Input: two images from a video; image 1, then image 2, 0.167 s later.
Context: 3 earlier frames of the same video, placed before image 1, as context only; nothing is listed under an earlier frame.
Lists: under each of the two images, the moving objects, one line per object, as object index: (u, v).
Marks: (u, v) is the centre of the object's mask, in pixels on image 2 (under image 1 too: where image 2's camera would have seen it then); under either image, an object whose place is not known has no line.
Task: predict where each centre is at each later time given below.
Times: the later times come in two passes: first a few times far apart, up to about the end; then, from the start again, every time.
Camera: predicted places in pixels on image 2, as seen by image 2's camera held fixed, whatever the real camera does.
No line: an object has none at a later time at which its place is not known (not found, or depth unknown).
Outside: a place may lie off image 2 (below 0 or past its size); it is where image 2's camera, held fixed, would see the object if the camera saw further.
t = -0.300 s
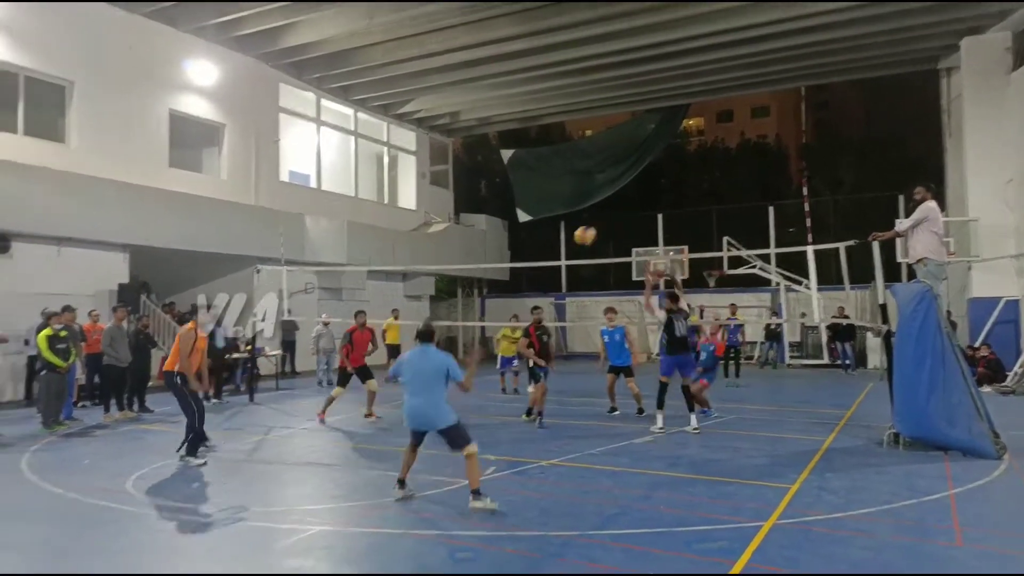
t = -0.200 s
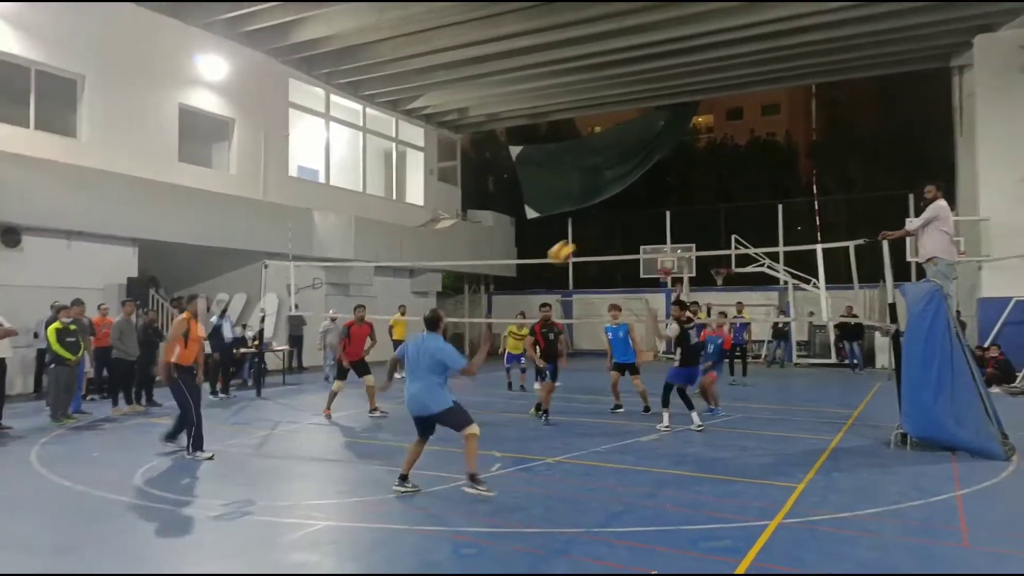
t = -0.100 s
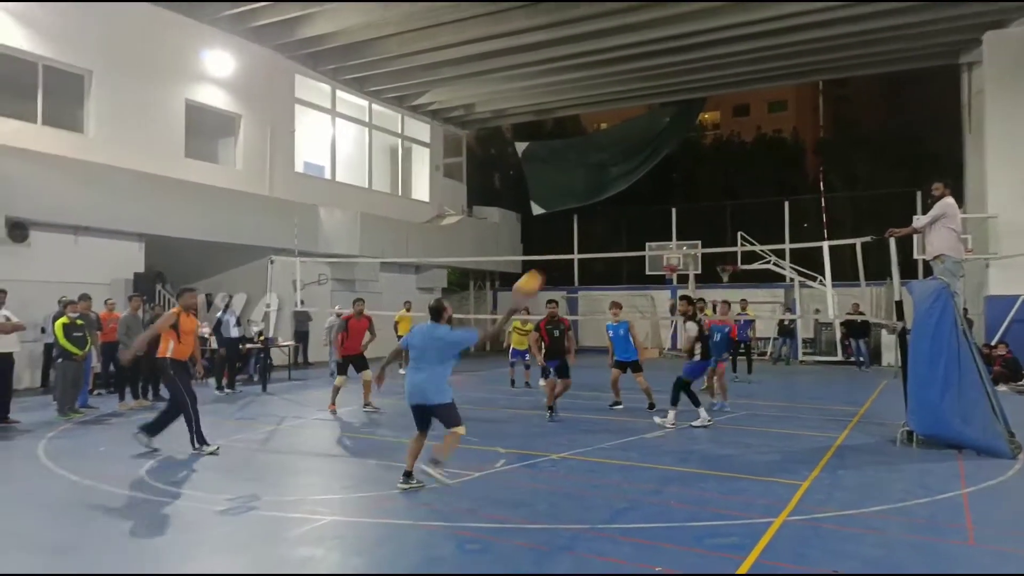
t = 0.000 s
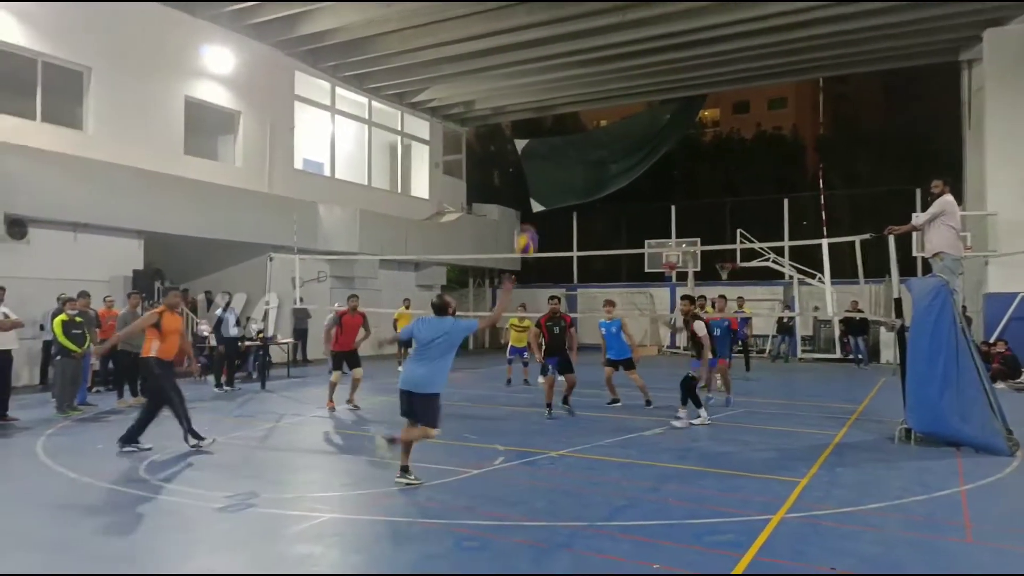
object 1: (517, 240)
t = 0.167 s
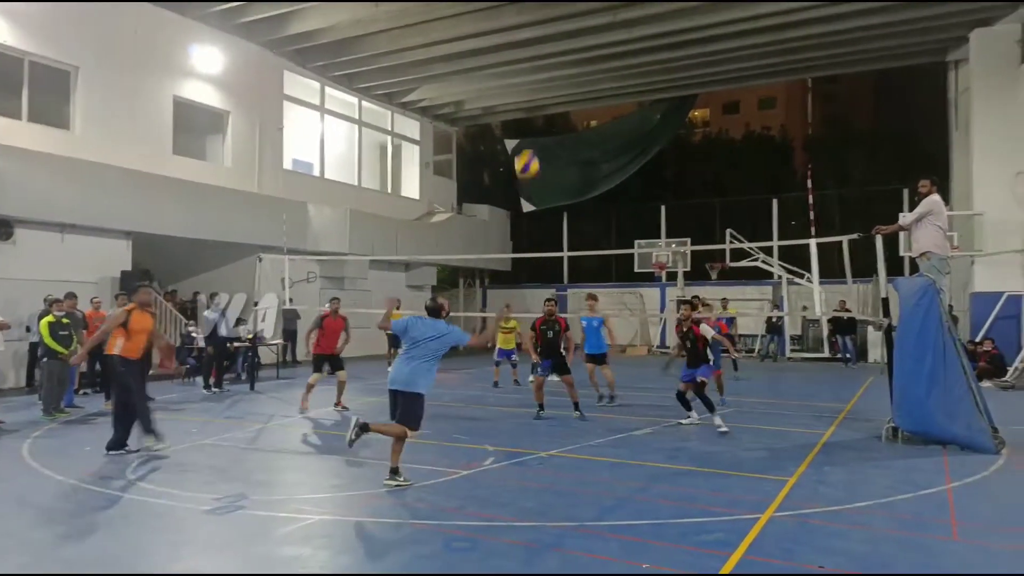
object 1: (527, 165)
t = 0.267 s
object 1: (534, 131)
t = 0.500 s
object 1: (549, 99)
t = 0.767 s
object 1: (568, 136)
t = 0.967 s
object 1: (584, 219)
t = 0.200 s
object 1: (529, 153)
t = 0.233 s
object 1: (531, 142)
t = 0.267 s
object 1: (534, 131)
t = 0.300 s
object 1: (536, 124)
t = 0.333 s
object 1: (538, 117)
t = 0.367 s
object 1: (540, 111)
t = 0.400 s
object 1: (542, 106)
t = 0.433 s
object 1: (544, 103)
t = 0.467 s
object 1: (547, 100)
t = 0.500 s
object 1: (549, 99)
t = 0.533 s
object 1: (551, 99)
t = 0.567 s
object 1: (554, 101)
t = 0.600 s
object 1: (556, 104)
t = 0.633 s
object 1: (558, 107)
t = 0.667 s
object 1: (560, 111)
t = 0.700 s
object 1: (563, 119)
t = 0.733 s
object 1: (565, 126)
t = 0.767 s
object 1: (568, 136)
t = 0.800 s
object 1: (571, 147)
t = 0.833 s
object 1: (573, 158)
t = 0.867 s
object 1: (576, 171)
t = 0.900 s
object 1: (579, 186)
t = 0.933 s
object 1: (580, 202)
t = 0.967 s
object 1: (584, 219)
